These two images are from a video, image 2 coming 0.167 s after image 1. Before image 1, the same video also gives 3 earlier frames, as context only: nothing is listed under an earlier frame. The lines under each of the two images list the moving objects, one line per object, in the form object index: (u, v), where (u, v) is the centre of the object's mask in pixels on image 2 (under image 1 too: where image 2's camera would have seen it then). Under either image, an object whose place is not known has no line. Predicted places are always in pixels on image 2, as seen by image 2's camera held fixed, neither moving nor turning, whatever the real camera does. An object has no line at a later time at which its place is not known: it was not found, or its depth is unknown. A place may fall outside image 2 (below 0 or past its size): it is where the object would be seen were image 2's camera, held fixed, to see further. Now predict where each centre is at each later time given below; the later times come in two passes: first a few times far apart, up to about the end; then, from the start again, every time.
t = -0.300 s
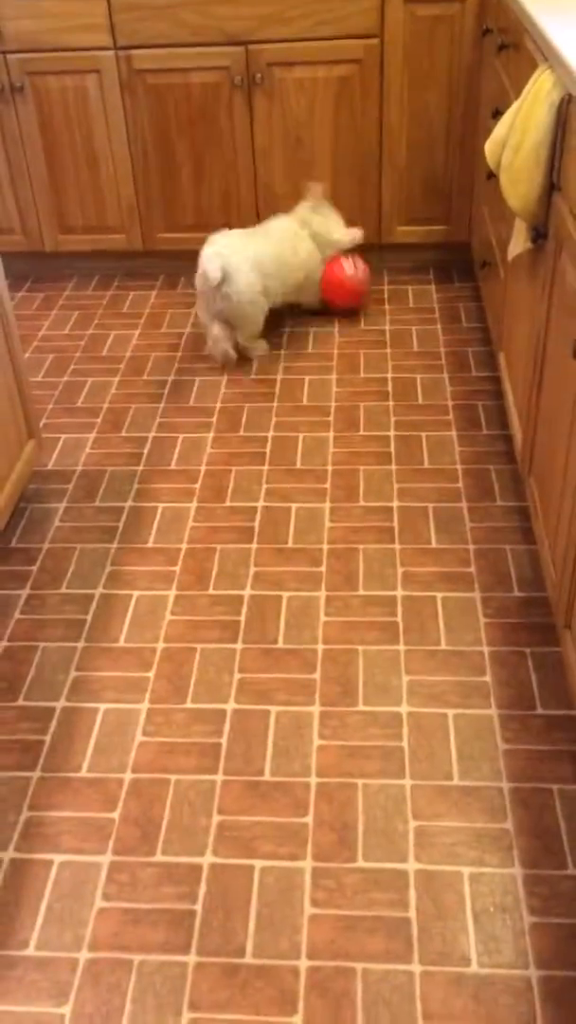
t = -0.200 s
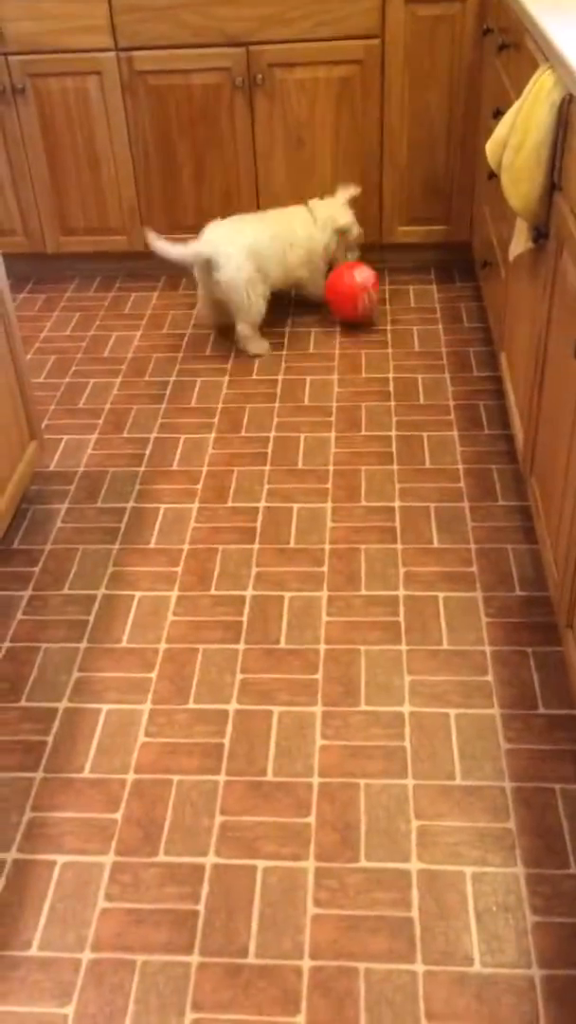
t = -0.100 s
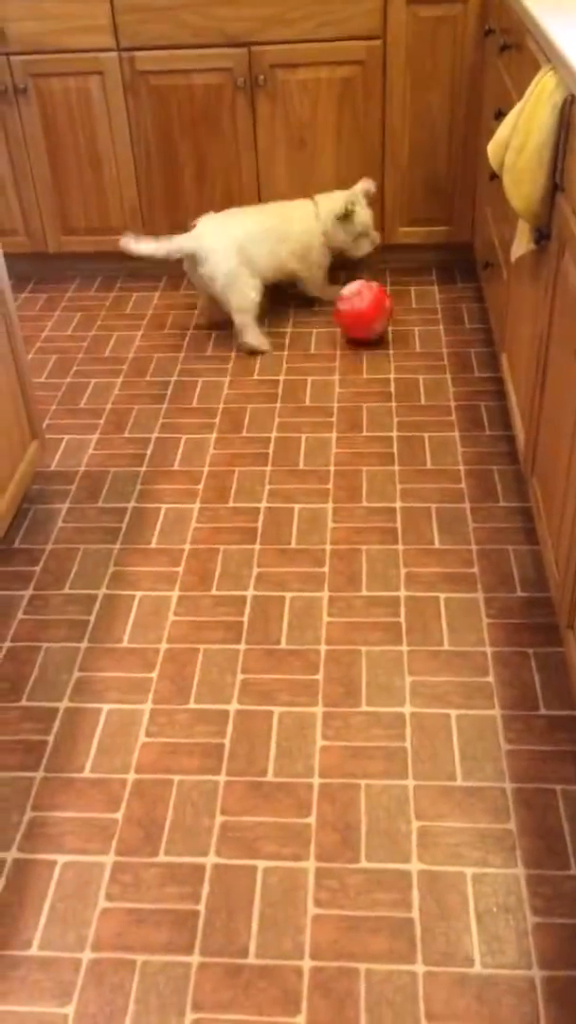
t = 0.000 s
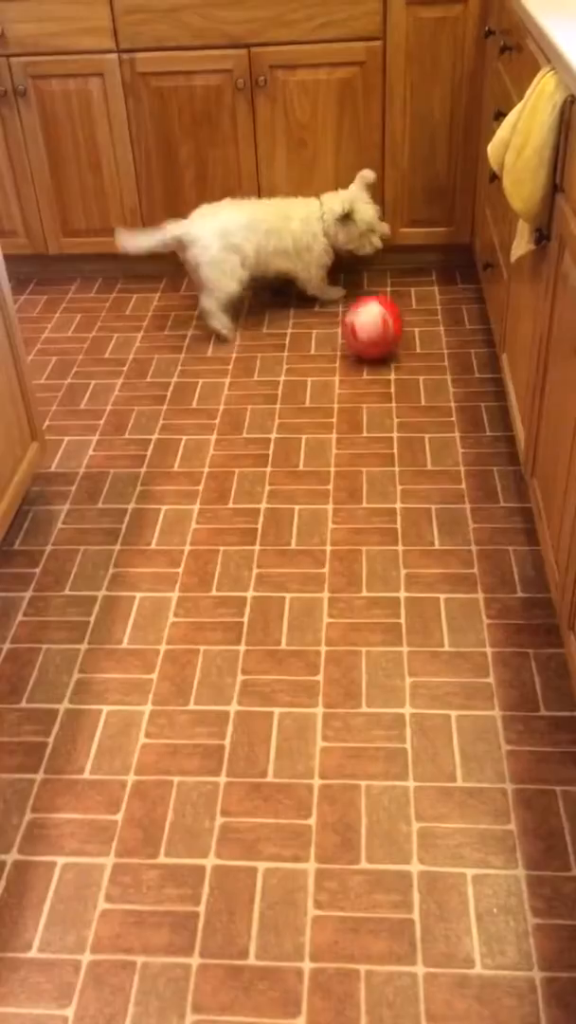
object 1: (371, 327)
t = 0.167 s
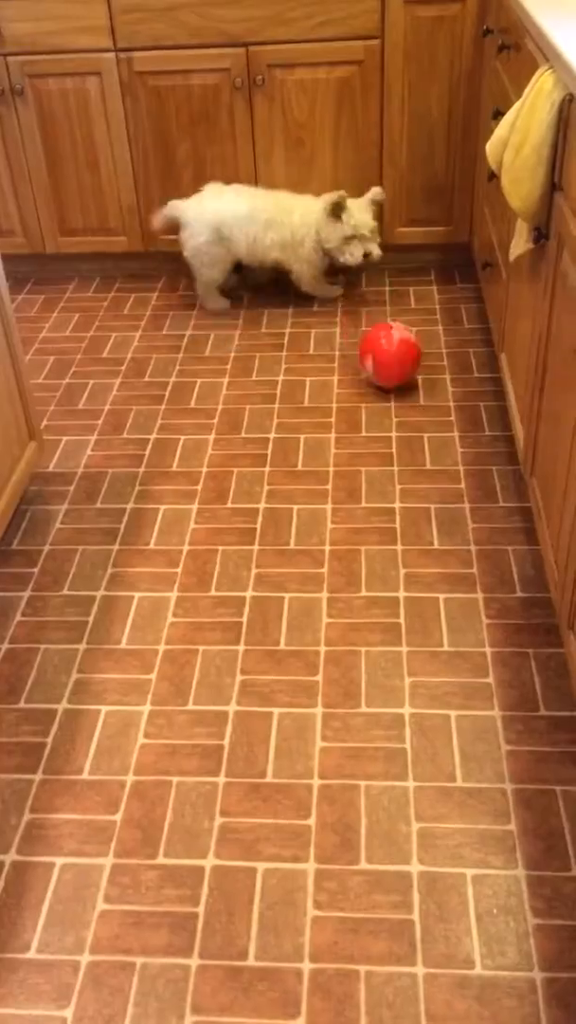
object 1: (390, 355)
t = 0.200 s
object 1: (394, 360)
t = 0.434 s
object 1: (427, 401)
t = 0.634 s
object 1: (461, 442)
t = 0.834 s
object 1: (475, 479)
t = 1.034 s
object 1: (467, 519)
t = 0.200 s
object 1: (394, 360)
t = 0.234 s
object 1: (399, 366)
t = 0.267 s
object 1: (403, 372)
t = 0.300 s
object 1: (408, 378)
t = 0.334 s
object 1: (413, 384)
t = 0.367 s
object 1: (419, 389)
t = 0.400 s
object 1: (422, 395)
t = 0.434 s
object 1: (427, 401)
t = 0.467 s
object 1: (432, 407)
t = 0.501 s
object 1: (437, 414)
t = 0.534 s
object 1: (444, 420)
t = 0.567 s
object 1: (449, 427)
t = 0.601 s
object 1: (455, 434)
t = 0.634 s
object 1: (461, 442)
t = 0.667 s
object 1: (466, 448)
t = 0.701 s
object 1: (474, 455)
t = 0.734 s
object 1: (479, 461)
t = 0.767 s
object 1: (478, 467)
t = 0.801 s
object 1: (477, 473)
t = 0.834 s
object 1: (475, 479)
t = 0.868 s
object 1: (474, 485)
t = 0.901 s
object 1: (472, 492)
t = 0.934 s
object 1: (472, 498)
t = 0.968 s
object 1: (470, 505)
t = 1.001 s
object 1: (469, 512)
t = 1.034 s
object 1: (467, 519)
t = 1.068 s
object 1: (466, 525)
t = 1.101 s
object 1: (464, 532)
